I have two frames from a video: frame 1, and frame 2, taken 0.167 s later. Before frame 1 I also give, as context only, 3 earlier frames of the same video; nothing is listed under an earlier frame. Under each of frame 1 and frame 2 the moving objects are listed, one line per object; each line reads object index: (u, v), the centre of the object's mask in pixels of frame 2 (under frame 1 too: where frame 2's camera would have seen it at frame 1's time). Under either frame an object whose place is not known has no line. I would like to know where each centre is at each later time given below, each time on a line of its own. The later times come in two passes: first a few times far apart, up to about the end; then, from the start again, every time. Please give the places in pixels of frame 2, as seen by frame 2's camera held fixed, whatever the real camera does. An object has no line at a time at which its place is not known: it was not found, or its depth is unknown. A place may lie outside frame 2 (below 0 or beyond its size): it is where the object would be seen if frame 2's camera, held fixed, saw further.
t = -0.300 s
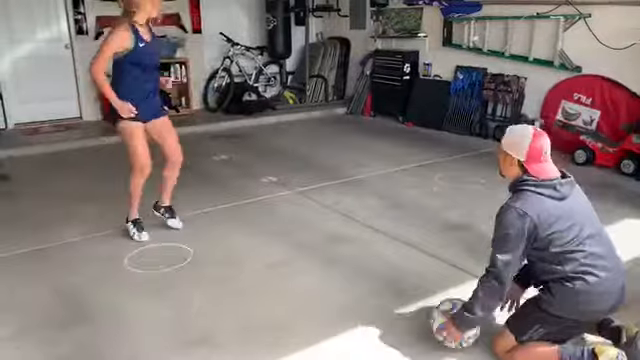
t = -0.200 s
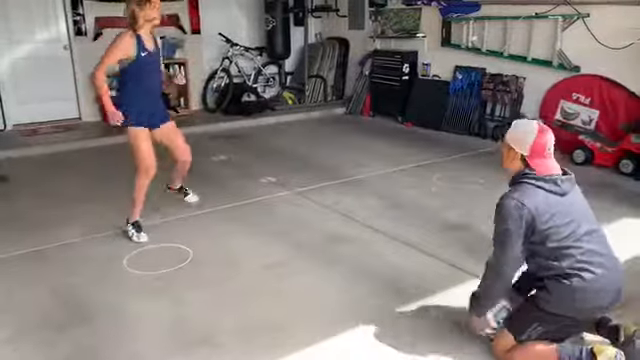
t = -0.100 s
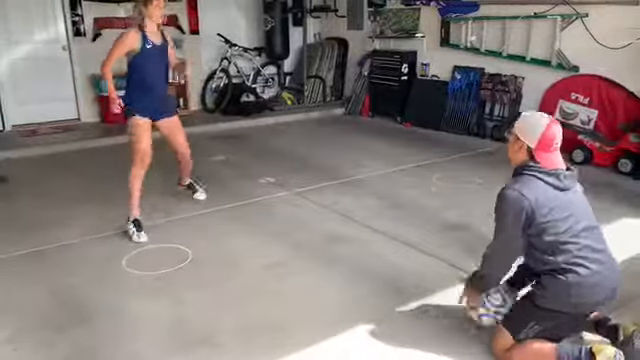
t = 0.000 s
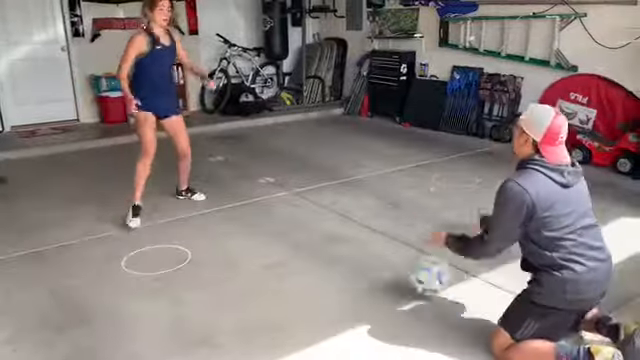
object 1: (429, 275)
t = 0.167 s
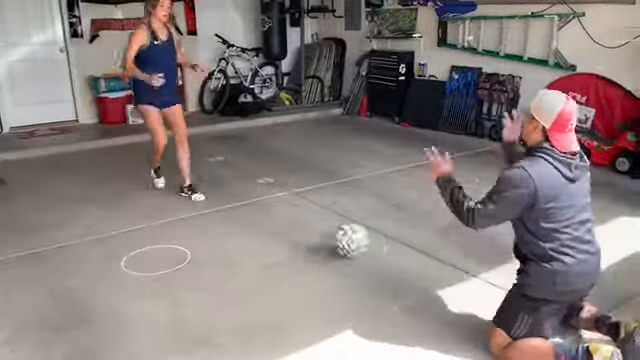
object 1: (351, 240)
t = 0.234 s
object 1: (328, 230)
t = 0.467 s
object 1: (264, 201)
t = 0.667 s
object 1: (222, 184)
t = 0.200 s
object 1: (338, 235)
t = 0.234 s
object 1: (328, 230)
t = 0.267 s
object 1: (318, 226)
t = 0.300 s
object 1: (309, 222)
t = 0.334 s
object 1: (299, 217)
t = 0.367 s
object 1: (289, 212)
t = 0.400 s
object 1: (280, 209)
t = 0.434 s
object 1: (272, 204)
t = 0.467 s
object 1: (264, 201)
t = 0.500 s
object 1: (256, 199)
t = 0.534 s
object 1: (249, 195)
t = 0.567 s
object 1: (242, 192)
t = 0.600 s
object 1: (235, 190)
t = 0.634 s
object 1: (228, 187)
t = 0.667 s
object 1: (222, 184)
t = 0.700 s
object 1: (216, 181)
